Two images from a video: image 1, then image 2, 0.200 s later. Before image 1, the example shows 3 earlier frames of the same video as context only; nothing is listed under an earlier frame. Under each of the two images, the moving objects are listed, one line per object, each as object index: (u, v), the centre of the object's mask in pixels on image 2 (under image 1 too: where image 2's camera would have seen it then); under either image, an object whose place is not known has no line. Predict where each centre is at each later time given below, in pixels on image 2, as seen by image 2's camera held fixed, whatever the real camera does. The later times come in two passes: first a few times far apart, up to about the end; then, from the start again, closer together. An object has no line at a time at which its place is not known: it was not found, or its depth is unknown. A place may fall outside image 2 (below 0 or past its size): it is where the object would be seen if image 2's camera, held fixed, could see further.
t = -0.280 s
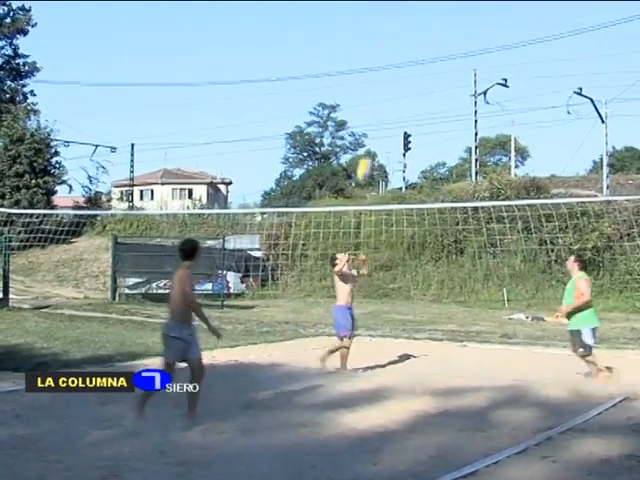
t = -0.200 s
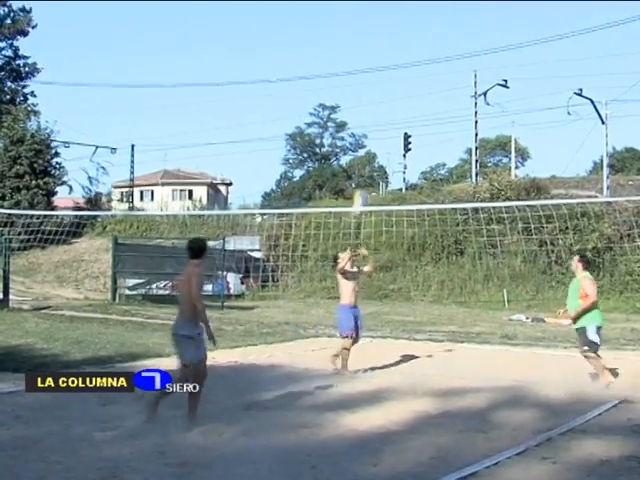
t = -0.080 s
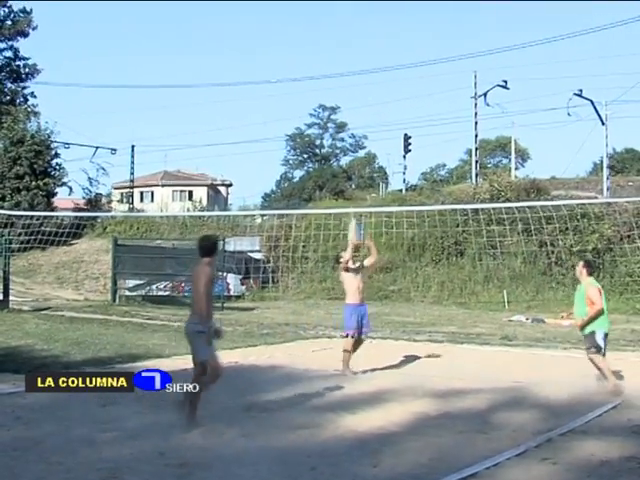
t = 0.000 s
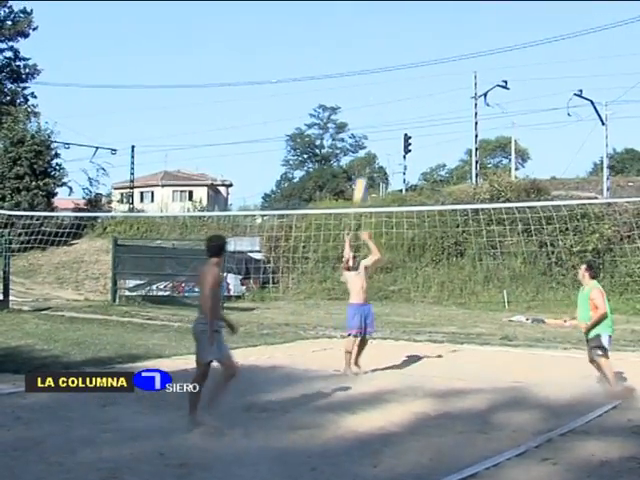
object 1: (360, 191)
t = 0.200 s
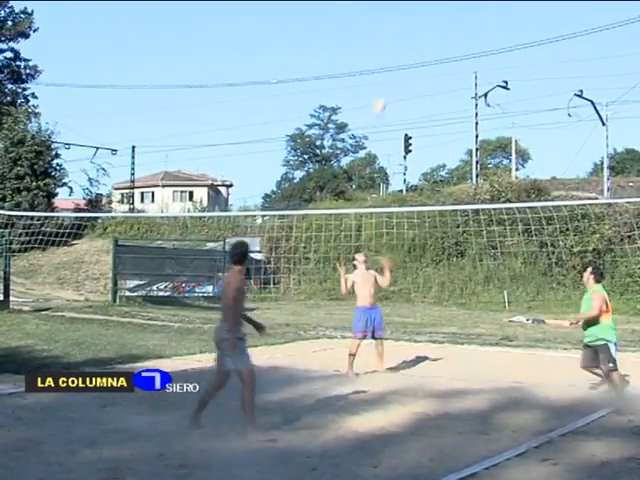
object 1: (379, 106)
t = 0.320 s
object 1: (389, 68)
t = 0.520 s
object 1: (407, 28)
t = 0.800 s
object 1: (436, 20)
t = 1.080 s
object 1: (470, 71)
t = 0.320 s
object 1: (389, 68)
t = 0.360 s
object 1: (393, 59)
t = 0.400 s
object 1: (397, 49)
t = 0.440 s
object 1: (401, 42)
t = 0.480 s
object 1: (404, 35)
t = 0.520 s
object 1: (407, 28)
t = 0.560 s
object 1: (410, 24)
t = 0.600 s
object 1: (415, 20)
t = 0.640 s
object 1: (419, 17)
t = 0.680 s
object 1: (424, 17)
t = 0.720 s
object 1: (428, 17)
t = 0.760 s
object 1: (432, 17)
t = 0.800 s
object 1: (436, 20)
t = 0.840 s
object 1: (441, 23)
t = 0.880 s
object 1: (445, 28)
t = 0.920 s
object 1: (449, 33)
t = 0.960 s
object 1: (454, 40)
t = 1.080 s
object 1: (470, 71)
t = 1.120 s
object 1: (474, 84)
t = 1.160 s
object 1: (477, 97)
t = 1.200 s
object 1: (480, 111)
